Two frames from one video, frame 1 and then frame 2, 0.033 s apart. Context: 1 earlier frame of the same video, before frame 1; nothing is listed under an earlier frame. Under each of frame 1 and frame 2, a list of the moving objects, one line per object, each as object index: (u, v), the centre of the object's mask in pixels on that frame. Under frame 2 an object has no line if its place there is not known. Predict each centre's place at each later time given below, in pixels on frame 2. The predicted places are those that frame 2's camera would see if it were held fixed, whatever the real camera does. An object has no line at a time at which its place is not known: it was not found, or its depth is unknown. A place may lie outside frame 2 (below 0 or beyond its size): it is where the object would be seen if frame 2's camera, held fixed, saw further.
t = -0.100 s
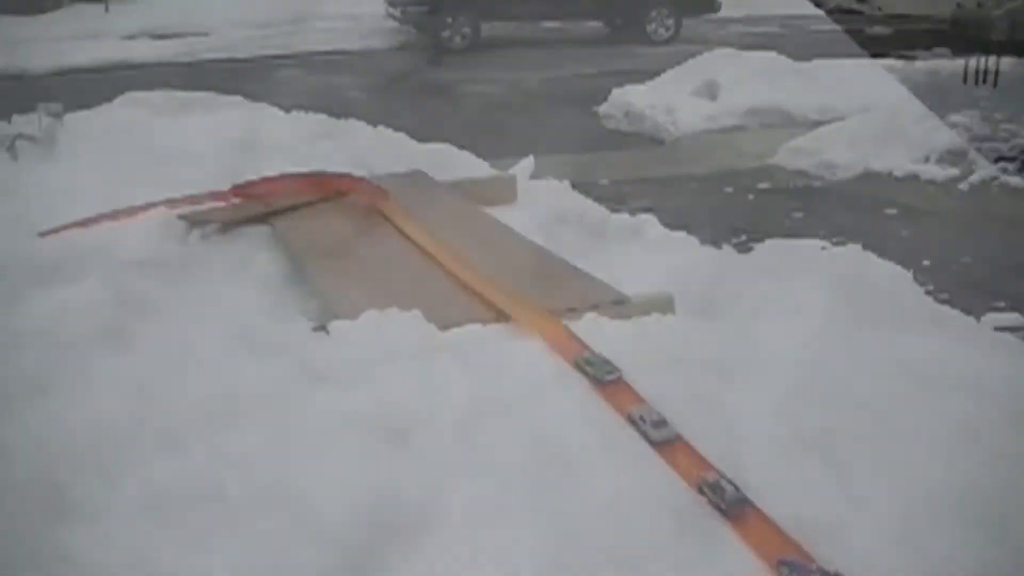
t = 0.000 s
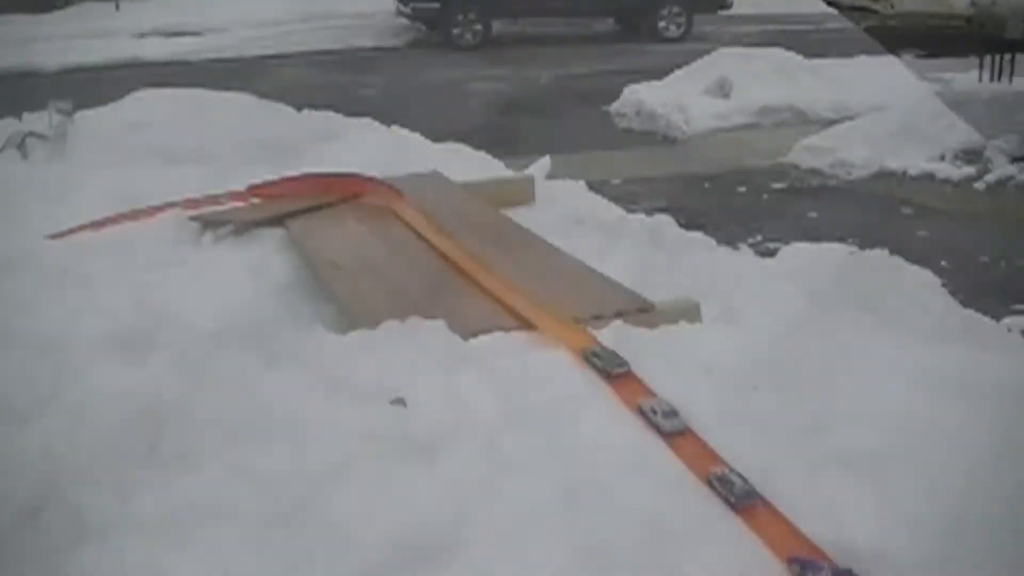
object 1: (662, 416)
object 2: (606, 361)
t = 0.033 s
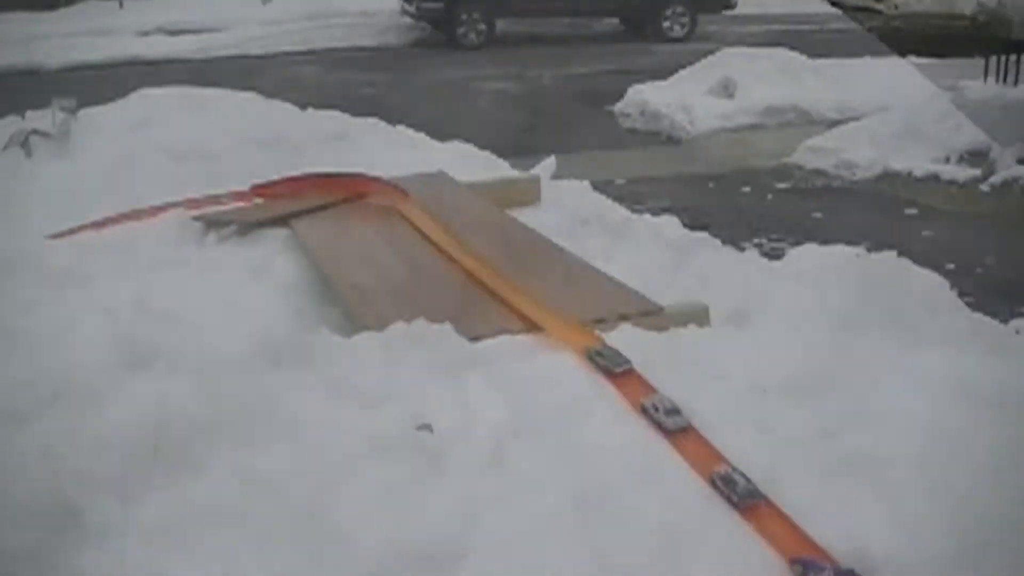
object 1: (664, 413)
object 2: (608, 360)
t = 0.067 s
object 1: (658, 407)
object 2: (603, 355)
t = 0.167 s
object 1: (640, 389)
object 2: (585, 340)
